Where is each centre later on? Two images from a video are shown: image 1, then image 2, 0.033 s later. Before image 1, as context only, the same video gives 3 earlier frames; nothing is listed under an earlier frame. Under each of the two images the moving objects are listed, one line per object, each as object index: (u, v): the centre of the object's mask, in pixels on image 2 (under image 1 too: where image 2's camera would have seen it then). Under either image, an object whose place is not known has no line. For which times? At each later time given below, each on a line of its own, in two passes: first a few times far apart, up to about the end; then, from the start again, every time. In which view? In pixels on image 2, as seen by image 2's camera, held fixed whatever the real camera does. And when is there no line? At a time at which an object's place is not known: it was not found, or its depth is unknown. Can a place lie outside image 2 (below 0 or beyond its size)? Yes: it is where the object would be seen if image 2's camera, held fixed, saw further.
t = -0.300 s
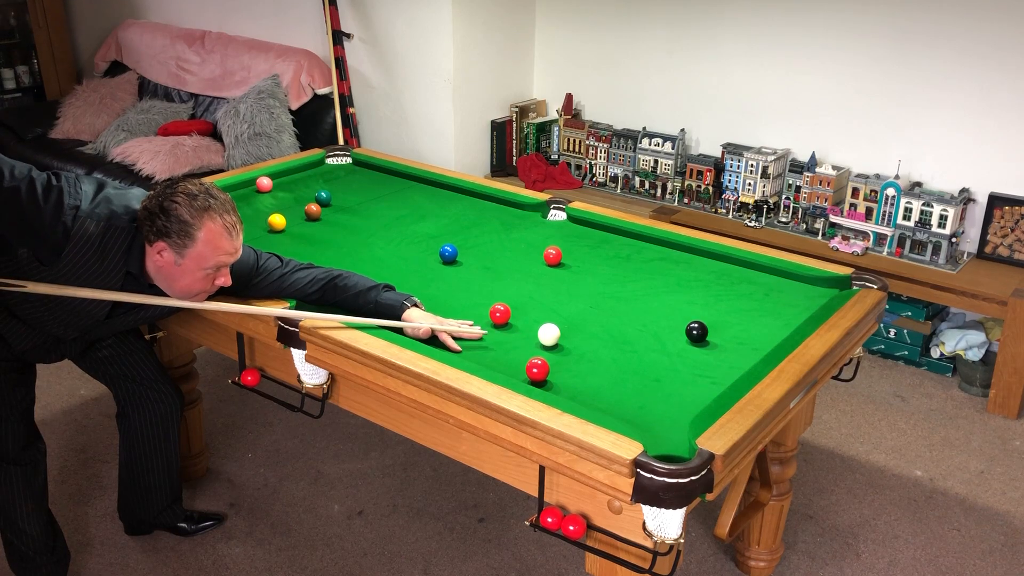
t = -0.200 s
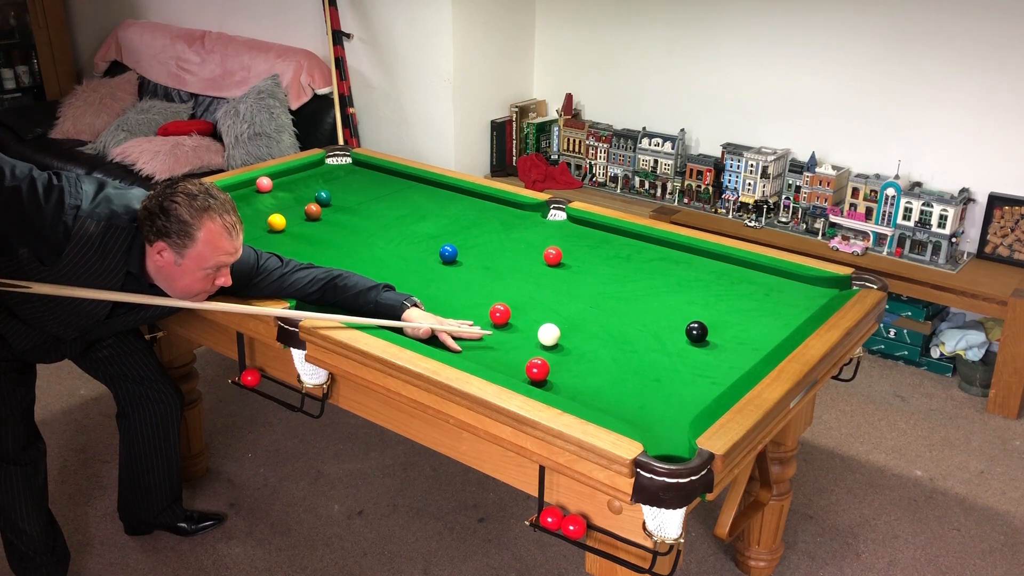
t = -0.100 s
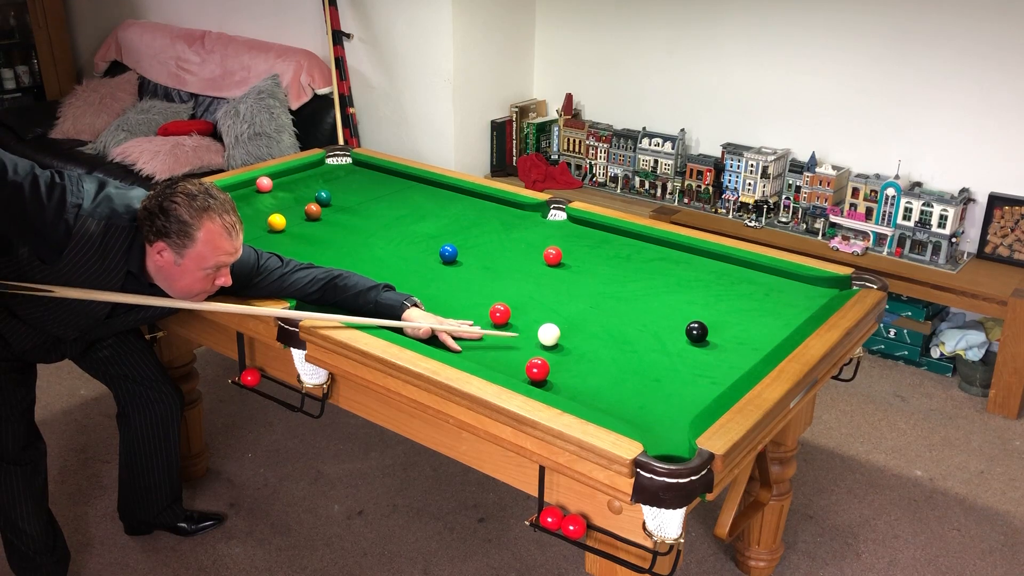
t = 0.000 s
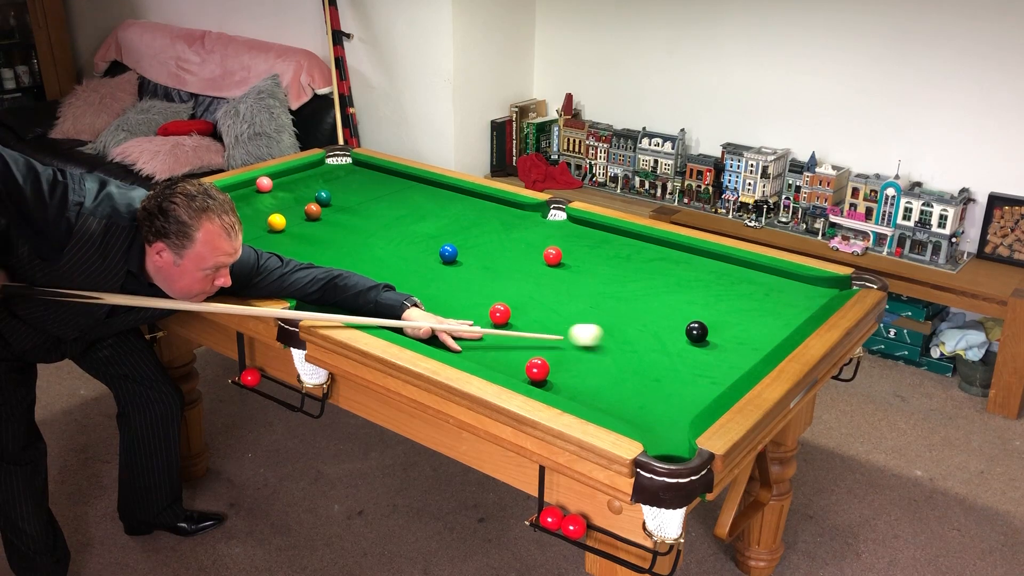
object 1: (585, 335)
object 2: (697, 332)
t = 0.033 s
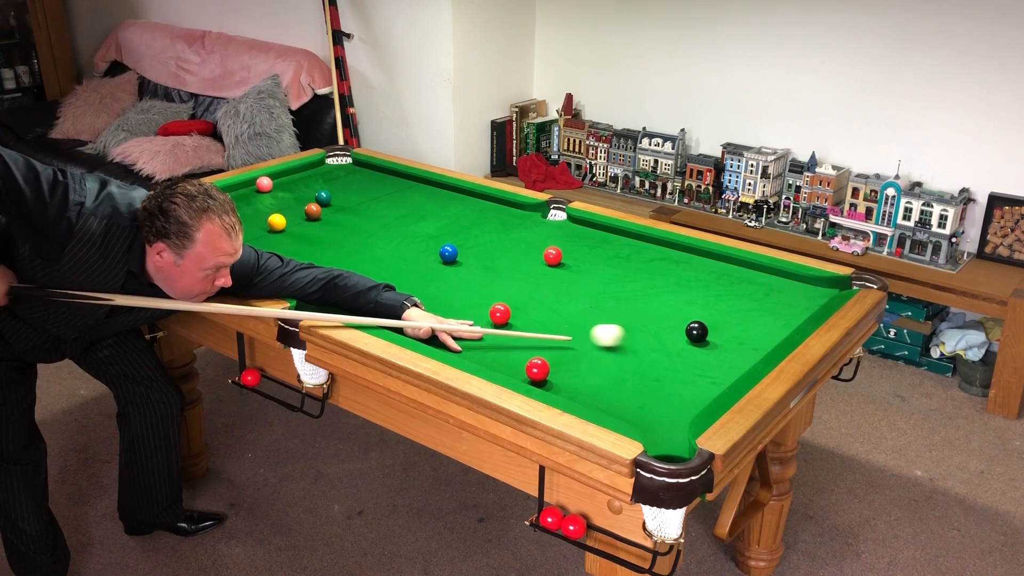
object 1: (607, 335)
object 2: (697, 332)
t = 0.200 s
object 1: (688, 341)
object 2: (707, 329)
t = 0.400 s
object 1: (732, 358)
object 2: (746, 316)
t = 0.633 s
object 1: (716, 359)
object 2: (785, 304)
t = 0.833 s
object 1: (686, 356)
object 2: (816, 294)
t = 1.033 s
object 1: (659, 353)
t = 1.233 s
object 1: (635, 350)
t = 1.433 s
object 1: (613, 347)
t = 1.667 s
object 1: (591, 345)
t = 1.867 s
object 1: (574, 343)
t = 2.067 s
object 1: (559, 341)
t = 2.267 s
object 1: (546, 340)
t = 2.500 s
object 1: (534, 339)
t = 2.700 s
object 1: (526, 338)
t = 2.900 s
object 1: (521, 337)
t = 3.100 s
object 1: (517, 337)
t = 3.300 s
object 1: (515, 337)
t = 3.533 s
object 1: (516, 337)
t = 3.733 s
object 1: (516, 337)
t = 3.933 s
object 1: (516, 337)
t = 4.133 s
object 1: (516, 337)
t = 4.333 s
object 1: (516, 337)
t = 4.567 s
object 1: (516, 337)
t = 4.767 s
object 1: (516, 337)
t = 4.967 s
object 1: (516, 337)
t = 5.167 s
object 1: (516, 337)
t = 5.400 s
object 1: (516, 337)
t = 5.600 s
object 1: (516, 337)
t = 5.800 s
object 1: (516, 337)
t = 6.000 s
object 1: (516, 337)
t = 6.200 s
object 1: (516, 337)
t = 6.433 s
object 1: (516, 337)
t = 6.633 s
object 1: (516, 337)
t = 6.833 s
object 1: (516, 337)
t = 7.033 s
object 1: (516, 337)
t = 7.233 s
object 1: (516, 337)
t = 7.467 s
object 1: (516, 337)
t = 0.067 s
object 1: (628, 335)
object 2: (697, 332)
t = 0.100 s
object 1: (647, 336)
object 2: (697, 332)
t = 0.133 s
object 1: (666, 336)
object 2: (697, 332)
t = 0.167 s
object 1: (680, 337)
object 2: (700, 331)
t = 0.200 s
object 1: (688, 341)
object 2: (707, 329)
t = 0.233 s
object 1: (695, 344)
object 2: (715, 326)
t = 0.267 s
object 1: (702, 346)
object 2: (721, 324)
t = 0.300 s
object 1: (709, 349)
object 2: (728, 322)
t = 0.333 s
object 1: (717, 352)
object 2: (734, 320)
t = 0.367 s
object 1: (724, 355)
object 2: (740, 318)
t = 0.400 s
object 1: (732, 358)
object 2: (746, 316)
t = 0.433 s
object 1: (739, 360)
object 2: (752, 314)
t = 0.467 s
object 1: (742, 361)
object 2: (758, 312)
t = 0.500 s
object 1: (737, 361)
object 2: (763, 310)
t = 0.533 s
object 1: (731, 361)
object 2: (769, 309)
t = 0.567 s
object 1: (726, 360)
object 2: (774, 307)
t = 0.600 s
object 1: (721, 360)
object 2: (780, 305)
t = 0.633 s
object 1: (716, 359)
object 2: (785, 304)
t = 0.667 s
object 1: (711, 358)
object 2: (790, 302)
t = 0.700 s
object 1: (706, 358)
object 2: (795, 300)
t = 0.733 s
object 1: (701, 357)
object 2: (800, 299)
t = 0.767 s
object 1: (696, 357)
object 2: (806, 297)
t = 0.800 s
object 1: (691, 356)
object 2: (811, 295)
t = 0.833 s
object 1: (686, 356)
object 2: (816, 294)
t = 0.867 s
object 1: (682, 355)
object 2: (820, 292)
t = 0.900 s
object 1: (677, 354)
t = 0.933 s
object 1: (673, 354)
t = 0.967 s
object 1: (668, 353)
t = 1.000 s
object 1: (664, 353)
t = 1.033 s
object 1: (659, 353)
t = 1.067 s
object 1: (655, 352)
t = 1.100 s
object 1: (651, 351)
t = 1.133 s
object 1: (647, 351)
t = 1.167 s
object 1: (643, 351)
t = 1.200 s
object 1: (639, 350)
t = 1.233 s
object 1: (635, 350)
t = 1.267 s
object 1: (631, 349)
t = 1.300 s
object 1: (628, 349)
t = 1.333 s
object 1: (624, 349)
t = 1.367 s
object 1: (620, 348)
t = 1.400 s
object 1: (617, 348)
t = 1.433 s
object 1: (613, 347)
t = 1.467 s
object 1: (610, 347)
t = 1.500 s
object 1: (607, 347)
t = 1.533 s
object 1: (603, 346)
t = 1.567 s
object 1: (600, 346)
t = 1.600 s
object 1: (597, 346)
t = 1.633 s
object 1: (594, 346)
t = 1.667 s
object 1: (591, 345)
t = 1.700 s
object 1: (588, 345)
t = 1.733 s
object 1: (585, 344)
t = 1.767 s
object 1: (582, 344)
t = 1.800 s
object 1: (579, 344)
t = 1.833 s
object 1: (576, 343)
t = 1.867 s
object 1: (574, 343)
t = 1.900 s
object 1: (571, 343)
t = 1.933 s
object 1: (569, 343)
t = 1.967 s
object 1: (566, 342)
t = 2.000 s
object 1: (564, 342)
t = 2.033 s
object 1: (561, 341)
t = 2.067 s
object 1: (559, 341)
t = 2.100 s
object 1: (557, 341)
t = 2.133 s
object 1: (555, 341)
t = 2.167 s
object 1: (553, 341)
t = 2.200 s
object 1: (550, 340)
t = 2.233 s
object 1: (548, 340)
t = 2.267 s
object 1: (546, 340)
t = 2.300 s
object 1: (545, 340)
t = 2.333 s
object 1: (543, 340)
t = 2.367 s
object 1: (541, 339)
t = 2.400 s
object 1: (539, 339)
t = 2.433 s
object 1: (538, 339)
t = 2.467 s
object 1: (536, 339)
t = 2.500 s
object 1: (534, 339)
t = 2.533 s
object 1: (533, 339)
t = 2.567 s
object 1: (531, 339)
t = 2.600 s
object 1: (530, 339)
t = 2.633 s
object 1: (529, 338)
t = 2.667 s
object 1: (528, 338)
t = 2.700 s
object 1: (526, 338)
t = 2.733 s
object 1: (526, 338)
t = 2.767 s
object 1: (524, 338)
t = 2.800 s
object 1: (523, 338)
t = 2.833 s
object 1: (522, 338)
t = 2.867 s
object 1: (522, 338)
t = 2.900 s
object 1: (521, 337)
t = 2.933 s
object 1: (520, 337)
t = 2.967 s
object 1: (519, 337)
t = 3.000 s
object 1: (518, 337)
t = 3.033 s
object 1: (518, 337)
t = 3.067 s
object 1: (517, 337)
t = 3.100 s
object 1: (517, 337)
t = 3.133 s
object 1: (516, 337)
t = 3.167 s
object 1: (516, 337)
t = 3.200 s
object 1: (516, 337)
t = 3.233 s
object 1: (516, 337)
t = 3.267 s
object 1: (516, 337)
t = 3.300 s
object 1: (515, 337)
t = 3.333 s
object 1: (515, 337)
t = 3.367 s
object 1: (516, 337)
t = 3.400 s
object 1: (516, 337)
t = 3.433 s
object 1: (516, 337)
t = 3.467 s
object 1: (516, 337)
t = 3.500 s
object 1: (516, 337)
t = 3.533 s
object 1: (516, 337)
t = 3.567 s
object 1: (516, 337)
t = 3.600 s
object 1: (516, 337)
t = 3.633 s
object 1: (516, 337)
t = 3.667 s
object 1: (516, 337)
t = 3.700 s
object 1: (516, 337)
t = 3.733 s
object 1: (516, 337)
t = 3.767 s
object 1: (516, 337)
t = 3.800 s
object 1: (516, 337)
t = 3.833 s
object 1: (516, 337)
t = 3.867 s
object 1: (516, 337)
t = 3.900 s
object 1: (516, 337)
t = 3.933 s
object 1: (516, 337)
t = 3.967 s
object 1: (516, 337)
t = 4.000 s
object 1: (516, 337)
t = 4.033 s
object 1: (516, 337)
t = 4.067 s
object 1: (516, 337)
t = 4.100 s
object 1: (516, 337)
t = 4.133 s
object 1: (516, 337)
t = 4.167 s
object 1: (516, 337)
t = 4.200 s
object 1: (516, 337)
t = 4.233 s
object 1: (516, 338)
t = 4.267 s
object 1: (516, 337)
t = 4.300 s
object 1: (516, 337)
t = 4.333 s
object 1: (516, 337)
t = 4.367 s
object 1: (516, 337)
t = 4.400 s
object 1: (516, 337)
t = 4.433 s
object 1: (516, 337)
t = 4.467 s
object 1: (516, 337)
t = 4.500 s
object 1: (516, 337)
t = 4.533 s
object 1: (516, 337)
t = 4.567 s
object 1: (516, 337)
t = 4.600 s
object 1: (516, 337)
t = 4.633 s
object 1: (516, 337)
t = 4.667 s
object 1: (516, 337)
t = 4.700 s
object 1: (516, 337)
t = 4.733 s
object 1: (516, 337)
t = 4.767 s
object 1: (516, 337)
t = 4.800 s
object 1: (516, 337)
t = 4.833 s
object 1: (516, 337)
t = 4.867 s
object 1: (516, 337)
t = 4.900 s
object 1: (516, 337)
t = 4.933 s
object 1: (516, 337)
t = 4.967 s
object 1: (516, 337)
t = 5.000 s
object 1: (516, 337)
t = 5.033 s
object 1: (516, 337)
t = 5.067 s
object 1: (516, 337)
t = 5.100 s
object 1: (516, 337)
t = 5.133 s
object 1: (516, 337)
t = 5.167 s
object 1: (516, 337)
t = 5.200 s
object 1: (516, 337)
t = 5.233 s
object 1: (516, 337)
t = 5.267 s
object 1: (516, 337)
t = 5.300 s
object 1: (516, 337)
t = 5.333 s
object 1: (516, 337)
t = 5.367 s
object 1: (516, 337)
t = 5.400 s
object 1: (516, 337)
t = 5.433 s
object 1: (516, 337)
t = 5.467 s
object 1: (516, 337)
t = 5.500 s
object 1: (516, 337)
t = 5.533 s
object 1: (516, 337)
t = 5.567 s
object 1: (516, 337)
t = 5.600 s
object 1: (516, 337)
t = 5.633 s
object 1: (516, 337)
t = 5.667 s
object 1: (516, 337)
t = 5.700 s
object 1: (516, 337)
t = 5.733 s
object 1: (516, 337)
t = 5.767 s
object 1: (516, 337)
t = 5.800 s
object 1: (516, 337)
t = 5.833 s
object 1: (516, 337)
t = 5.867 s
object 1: (516, 337)
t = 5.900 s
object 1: (516, 337)
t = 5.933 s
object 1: (516, 337)
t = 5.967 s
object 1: (516, 337)
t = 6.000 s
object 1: (516, 337)
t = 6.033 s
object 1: (516, 337)
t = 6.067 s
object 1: (516, 338)
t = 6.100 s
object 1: (516, 337)
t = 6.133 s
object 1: (516, 337)
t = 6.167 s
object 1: (516, 337)
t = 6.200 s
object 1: (516, 337)
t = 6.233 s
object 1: (516, 337)
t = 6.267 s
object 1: (516, 338)
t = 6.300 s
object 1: (516, 337)
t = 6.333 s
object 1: (516, 337)
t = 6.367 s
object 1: (516, 337)
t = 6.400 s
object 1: (516, 337)
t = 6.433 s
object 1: (516, 337)
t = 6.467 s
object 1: (516, 337)
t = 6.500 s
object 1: (516, 337)
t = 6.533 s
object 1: (516, 337)
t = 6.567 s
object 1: (516, 337)
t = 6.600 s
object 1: (516, 337)
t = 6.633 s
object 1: (516, 337)
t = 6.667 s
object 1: (516, 337)
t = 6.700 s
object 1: (516, 337)
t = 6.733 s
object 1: (516, 337)
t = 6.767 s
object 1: (516, 337)
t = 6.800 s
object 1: (516, 337)
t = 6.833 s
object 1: (516, 337)
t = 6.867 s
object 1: (516, 337)
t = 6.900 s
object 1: (516, 338)
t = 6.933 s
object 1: (516, 338)
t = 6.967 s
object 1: (516, 337)
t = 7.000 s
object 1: (516, 337)
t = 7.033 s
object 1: (516, 337)
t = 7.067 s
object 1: (516, 337)
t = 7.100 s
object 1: (516, 337)
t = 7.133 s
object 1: (516, 337)
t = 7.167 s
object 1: (516, 337)
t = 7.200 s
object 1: (516, 337)
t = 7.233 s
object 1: (516, 337)
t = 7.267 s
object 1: (516, 337)
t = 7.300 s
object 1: (516, 337)
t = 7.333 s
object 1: (516, 337)
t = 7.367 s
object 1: (516, 337)
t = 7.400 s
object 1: (516, 337)
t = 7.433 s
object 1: (516, 337)
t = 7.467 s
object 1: (516, 337)
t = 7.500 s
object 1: (516, 337)
